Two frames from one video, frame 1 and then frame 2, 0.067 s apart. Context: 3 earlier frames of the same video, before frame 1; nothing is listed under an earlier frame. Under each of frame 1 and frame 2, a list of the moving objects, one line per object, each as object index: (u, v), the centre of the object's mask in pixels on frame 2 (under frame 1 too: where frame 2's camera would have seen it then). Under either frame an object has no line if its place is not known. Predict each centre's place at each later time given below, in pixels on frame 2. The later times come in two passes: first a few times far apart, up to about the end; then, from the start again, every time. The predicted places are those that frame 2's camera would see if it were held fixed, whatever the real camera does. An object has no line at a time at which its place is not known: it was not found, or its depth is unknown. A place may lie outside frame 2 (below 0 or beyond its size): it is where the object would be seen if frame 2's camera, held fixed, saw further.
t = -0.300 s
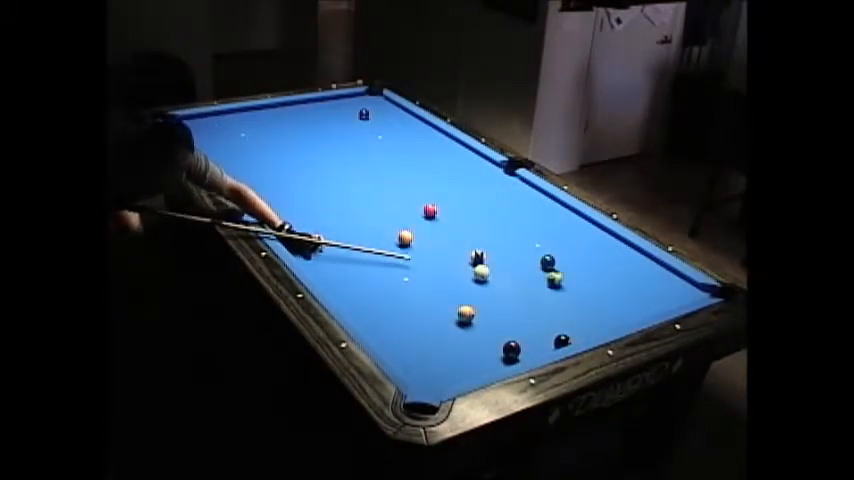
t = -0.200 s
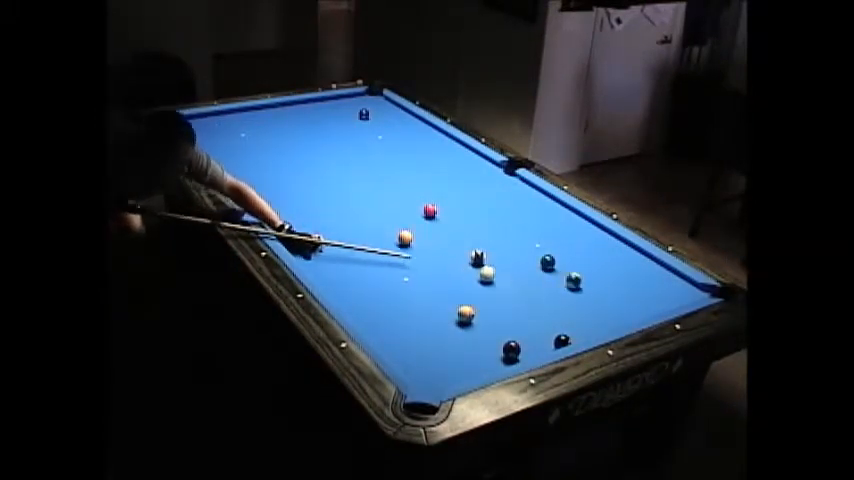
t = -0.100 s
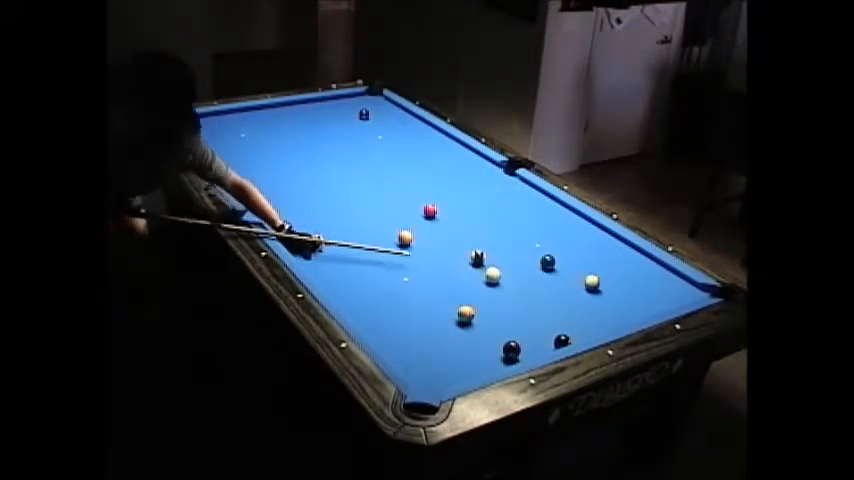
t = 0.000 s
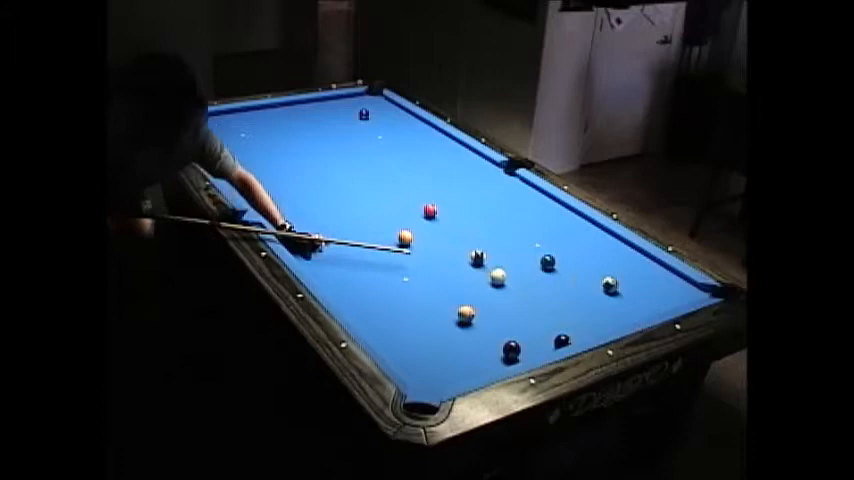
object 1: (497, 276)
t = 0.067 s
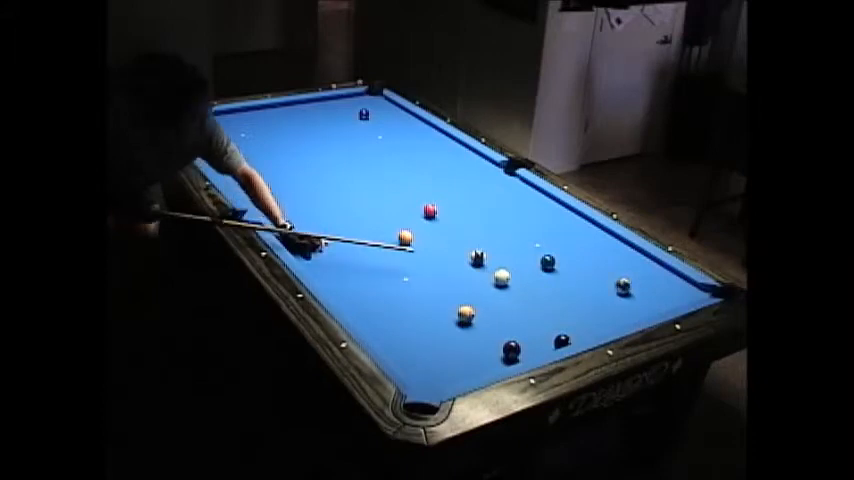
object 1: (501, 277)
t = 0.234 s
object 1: (509, 279)
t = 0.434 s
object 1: (518, 281)
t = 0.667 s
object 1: (529, 283)
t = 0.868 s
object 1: (536, 285)
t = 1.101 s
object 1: (544, 287)
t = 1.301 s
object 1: (550, 288)
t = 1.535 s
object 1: (555, 289)
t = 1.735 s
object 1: (559, 290)
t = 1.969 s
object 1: (563, 291)
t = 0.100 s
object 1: (503, 277)
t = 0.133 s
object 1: (504, 278)
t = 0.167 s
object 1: (506, 278)
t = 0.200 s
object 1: (508, 279)
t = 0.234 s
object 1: (509, 279)
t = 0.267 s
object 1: (511, 279)
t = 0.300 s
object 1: (513, 280)
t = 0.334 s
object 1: (514, 280)
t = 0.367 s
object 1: (516, 280)
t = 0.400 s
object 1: (517, 281)
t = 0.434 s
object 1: (518, 281)
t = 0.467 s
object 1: (520, 281)
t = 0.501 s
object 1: (522, 282)
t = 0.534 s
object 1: (523, 282)
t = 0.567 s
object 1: (524, 282)
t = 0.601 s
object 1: (526, 282)
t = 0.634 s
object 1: (527, 283)
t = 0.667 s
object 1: (529, 283)
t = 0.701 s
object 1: (530, 283)
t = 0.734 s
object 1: (531, 284)
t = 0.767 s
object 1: (532, 284)
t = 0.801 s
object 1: (533, 284)
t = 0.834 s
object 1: (535, 284)
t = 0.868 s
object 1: (536, 285)
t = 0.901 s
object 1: (537, 285)
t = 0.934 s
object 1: (538, 285)
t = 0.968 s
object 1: (540, 286)
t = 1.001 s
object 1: (541, 286)
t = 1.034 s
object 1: (541, 286)
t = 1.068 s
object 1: (543, 287)
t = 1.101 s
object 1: (544, 287)
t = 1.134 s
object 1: (545, 287)
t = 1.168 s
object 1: (546, 287)
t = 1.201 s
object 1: (547, 287)
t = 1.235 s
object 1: (548, 288)
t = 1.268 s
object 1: (549, 288)
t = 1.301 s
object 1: (550, 288)
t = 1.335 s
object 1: (551, 288)
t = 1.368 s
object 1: (552, 288)
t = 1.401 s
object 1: (553, 289)
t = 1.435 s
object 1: (553, 289)
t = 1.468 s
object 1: (554, 289)
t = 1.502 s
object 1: (555, 289)
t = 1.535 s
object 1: (555, 289)
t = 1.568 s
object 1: (556, 289)
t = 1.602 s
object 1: (557, 289)
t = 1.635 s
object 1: (557, 290)
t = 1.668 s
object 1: (558, 290)
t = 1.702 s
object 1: (559, 290)
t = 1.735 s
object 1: (559, 290)
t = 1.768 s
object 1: (560, 290)
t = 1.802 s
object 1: (560, 290)
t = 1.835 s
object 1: (561, 290)
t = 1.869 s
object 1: (562, 291)
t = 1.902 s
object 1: (562, 291)
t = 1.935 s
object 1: (563, 291)
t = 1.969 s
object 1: (563, 291)
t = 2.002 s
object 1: (563, 291)
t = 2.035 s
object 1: (564, 291)
